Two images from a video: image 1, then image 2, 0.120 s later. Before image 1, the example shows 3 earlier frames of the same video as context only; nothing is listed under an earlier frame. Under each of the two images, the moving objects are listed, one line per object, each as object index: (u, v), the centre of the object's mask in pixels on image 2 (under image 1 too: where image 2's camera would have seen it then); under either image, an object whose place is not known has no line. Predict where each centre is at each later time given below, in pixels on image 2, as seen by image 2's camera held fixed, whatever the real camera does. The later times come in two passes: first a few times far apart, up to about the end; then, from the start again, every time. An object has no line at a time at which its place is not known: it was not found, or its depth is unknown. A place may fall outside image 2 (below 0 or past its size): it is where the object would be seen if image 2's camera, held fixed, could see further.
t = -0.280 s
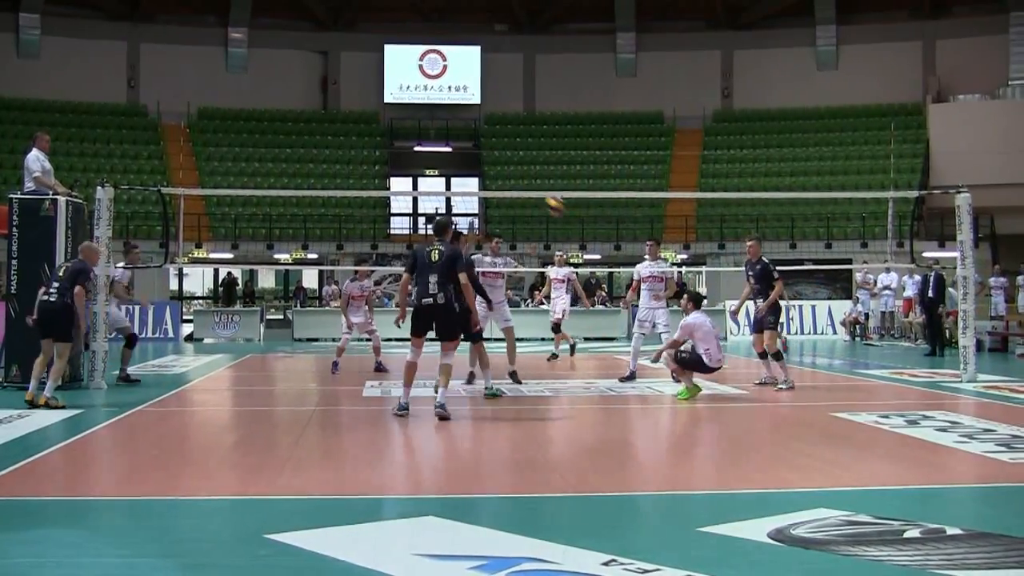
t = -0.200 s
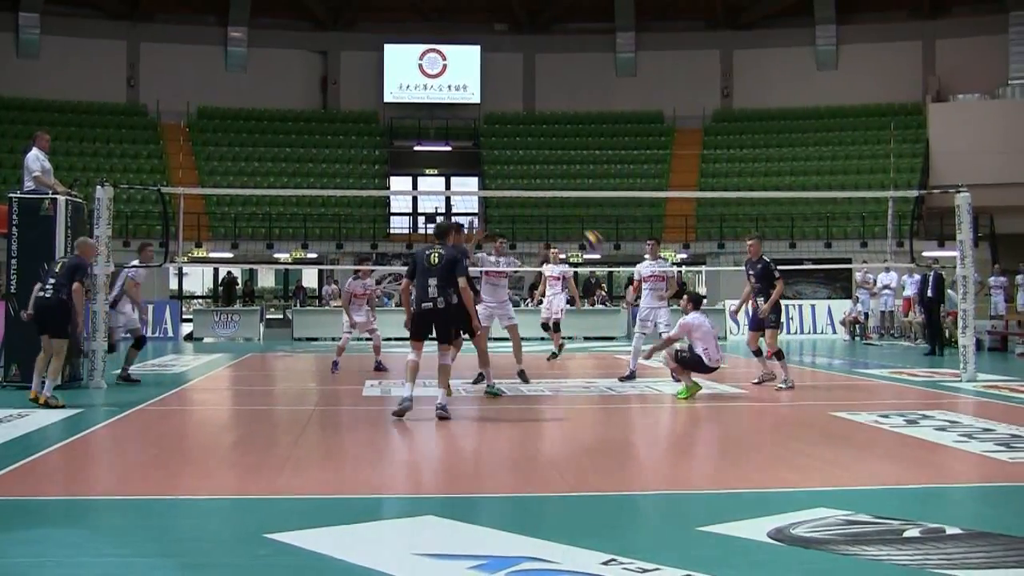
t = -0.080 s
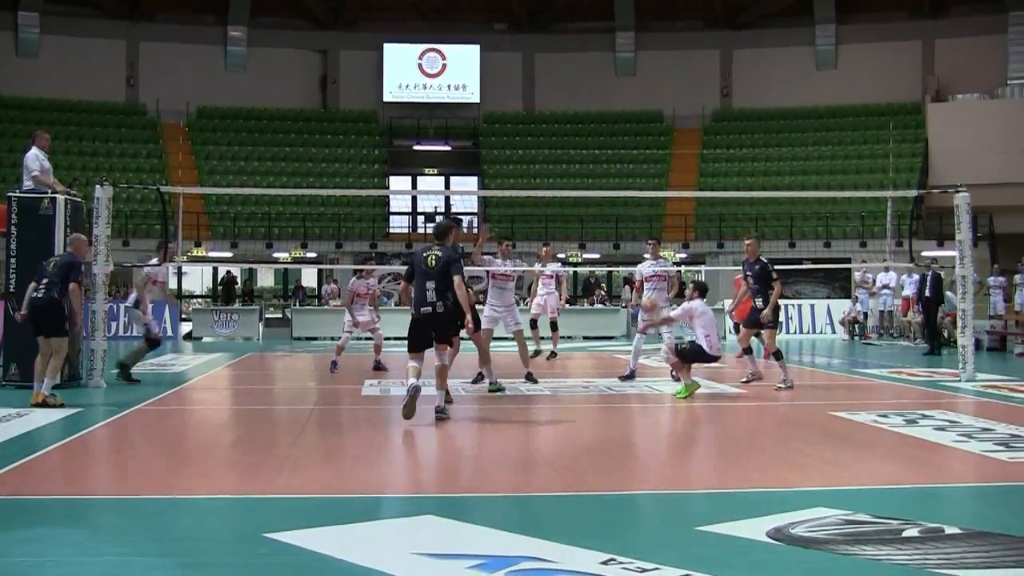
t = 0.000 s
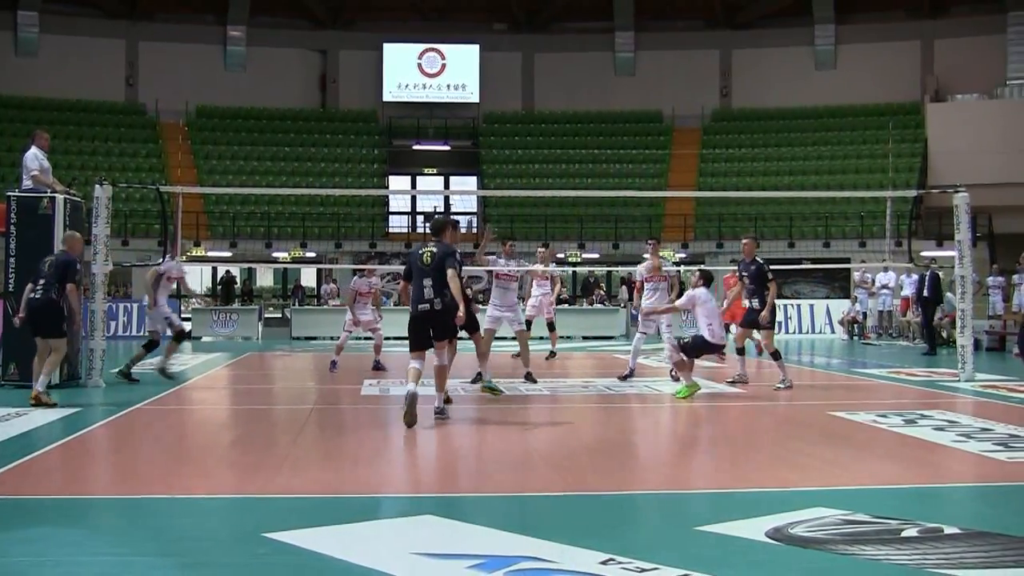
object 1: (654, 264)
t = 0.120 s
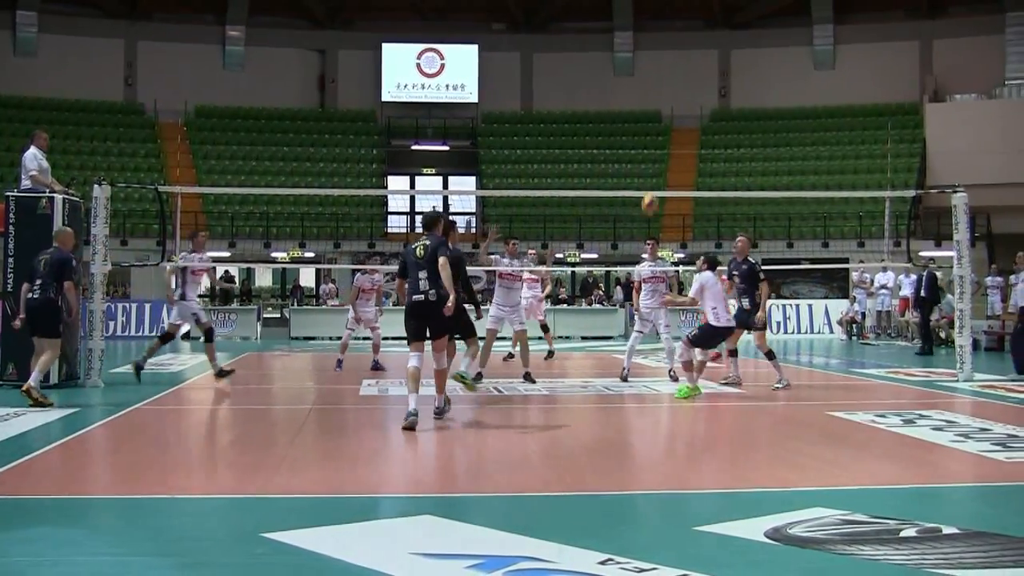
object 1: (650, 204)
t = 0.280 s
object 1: (648, 139)
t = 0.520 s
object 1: (643, 84)
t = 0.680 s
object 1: (641, 74)
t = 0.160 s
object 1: (649, 184)
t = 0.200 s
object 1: (649, 168)
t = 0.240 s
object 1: (649, 152)
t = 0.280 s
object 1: (648, 139)
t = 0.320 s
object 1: (647, 126)
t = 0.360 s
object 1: (647, 115)
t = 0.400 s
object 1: (646, 105)
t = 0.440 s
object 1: (645, 97)
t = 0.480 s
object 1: (644, 90)
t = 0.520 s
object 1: (643, 84)
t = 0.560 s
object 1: (643, 79)
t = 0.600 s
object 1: (643, 76)
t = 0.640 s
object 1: (641, 74)
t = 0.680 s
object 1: (641, 74)
